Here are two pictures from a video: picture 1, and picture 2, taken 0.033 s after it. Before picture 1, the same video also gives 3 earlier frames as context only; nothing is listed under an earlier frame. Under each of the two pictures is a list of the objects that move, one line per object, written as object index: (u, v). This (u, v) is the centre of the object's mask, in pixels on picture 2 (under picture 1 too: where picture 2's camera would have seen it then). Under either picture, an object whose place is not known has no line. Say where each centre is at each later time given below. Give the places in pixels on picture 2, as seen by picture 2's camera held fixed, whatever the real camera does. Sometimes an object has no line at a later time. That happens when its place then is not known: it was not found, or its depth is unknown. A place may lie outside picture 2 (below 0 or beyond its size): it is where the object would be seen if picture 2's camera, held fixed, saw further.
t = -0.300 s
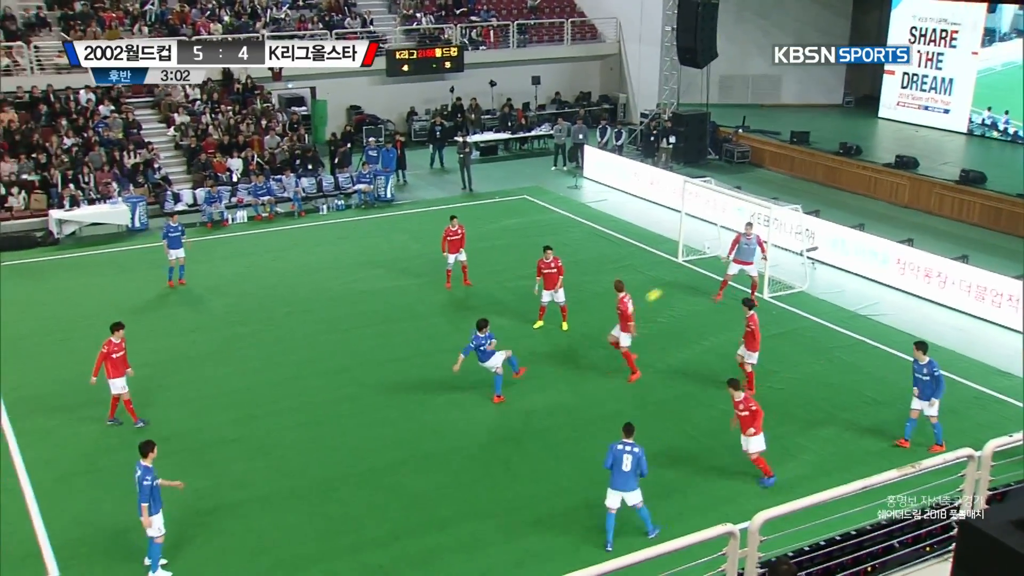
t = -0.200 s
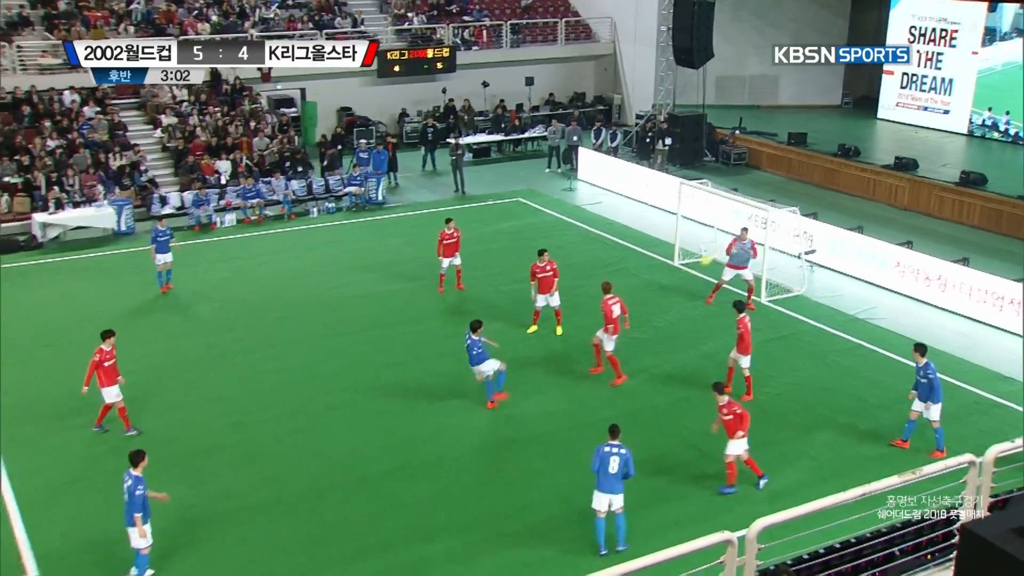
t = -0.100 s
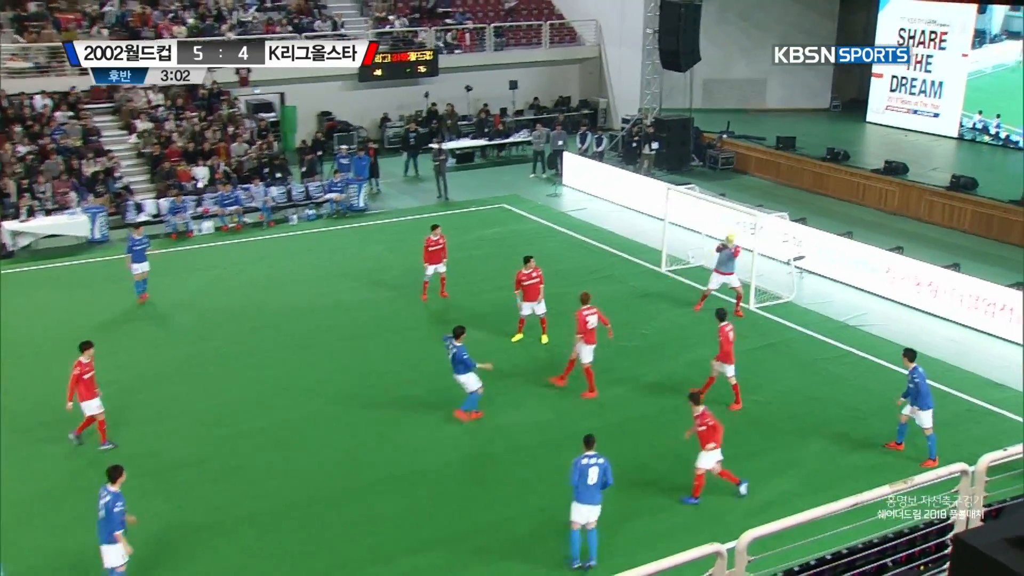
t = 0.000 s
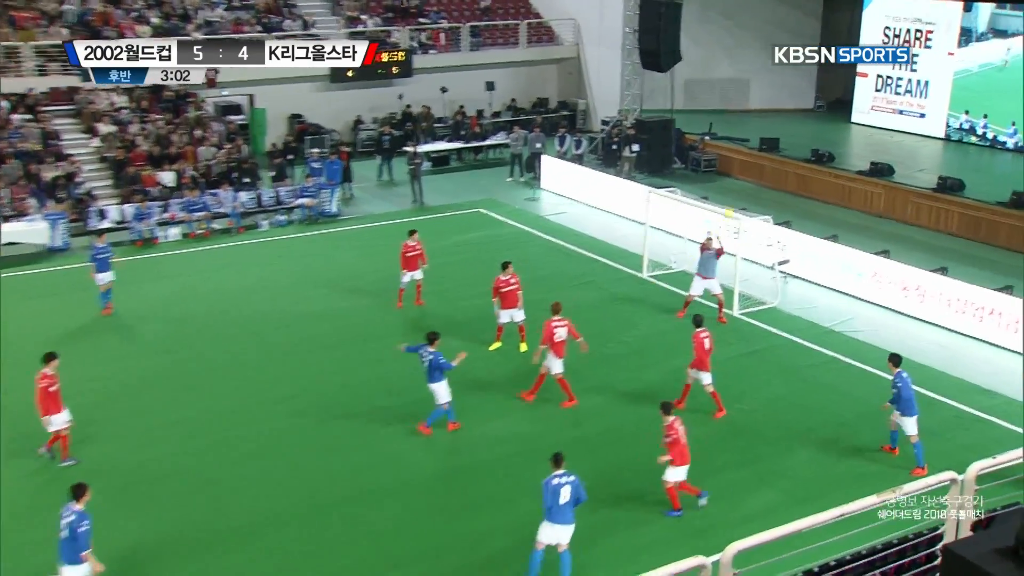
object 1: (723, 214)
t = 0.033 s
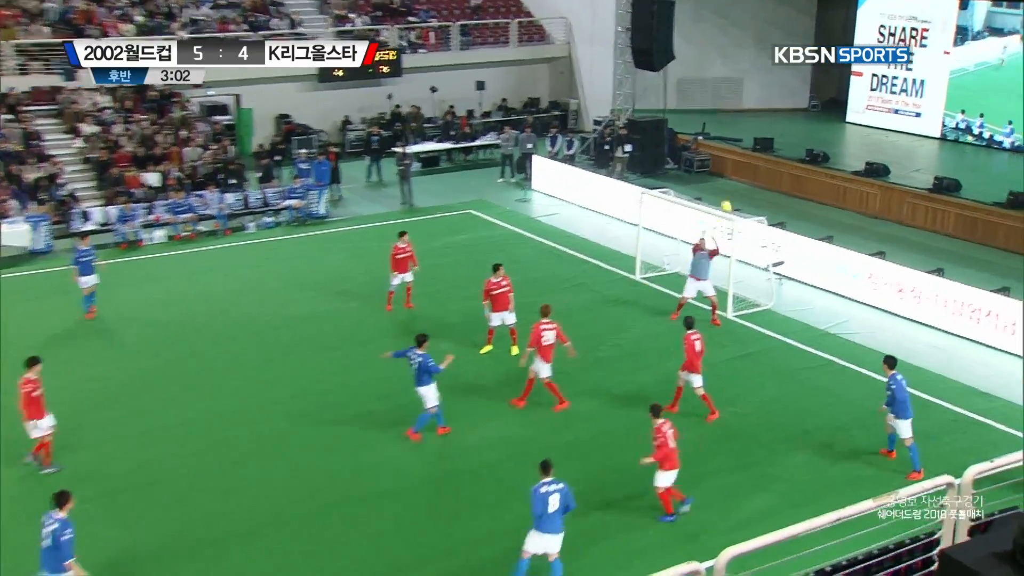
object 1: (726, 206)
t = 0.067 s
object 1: (730, 198)
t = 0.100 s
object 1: (735, 191)
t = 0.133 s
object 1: (740, 184)
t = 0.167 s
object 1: (744, 177)
